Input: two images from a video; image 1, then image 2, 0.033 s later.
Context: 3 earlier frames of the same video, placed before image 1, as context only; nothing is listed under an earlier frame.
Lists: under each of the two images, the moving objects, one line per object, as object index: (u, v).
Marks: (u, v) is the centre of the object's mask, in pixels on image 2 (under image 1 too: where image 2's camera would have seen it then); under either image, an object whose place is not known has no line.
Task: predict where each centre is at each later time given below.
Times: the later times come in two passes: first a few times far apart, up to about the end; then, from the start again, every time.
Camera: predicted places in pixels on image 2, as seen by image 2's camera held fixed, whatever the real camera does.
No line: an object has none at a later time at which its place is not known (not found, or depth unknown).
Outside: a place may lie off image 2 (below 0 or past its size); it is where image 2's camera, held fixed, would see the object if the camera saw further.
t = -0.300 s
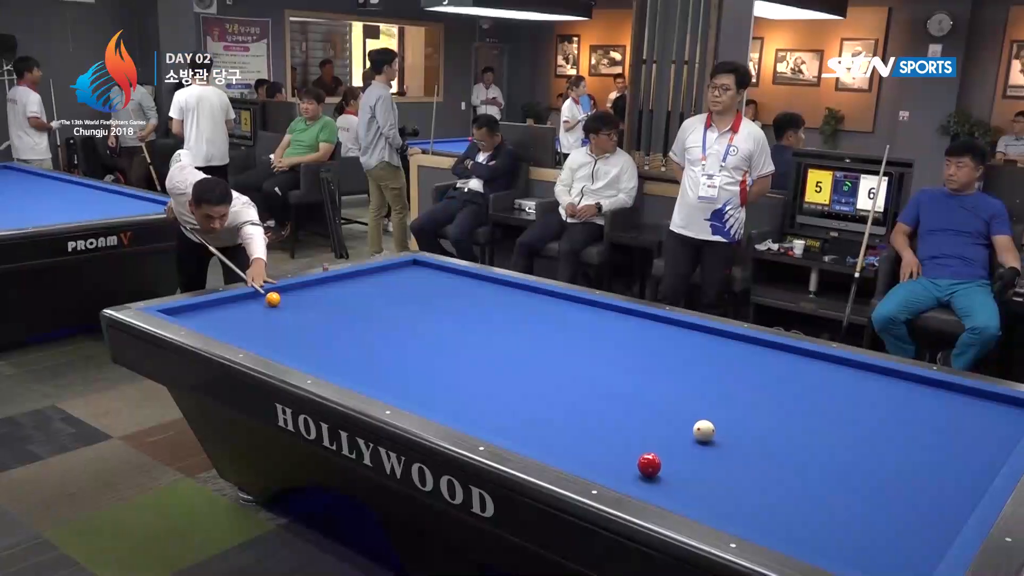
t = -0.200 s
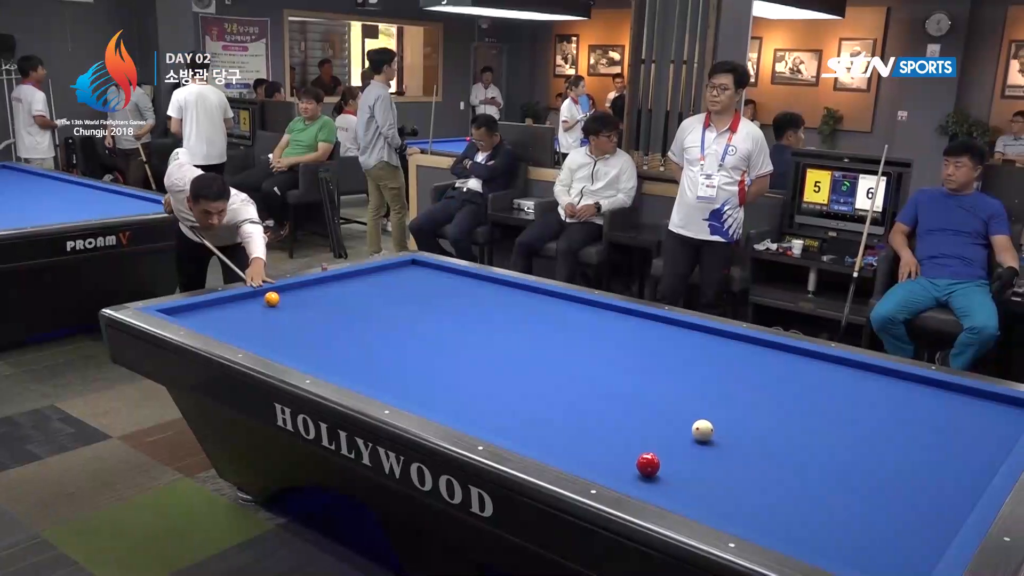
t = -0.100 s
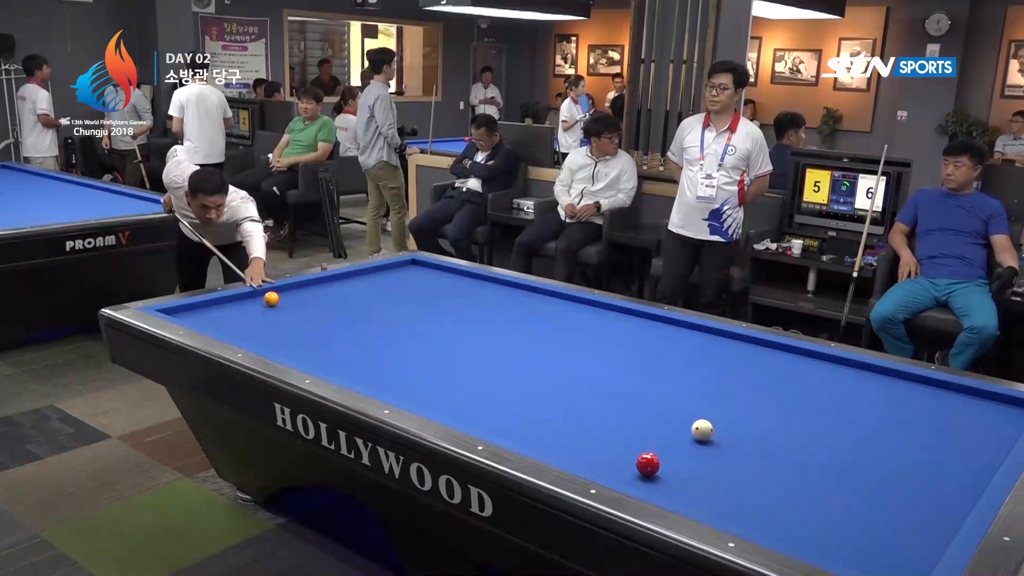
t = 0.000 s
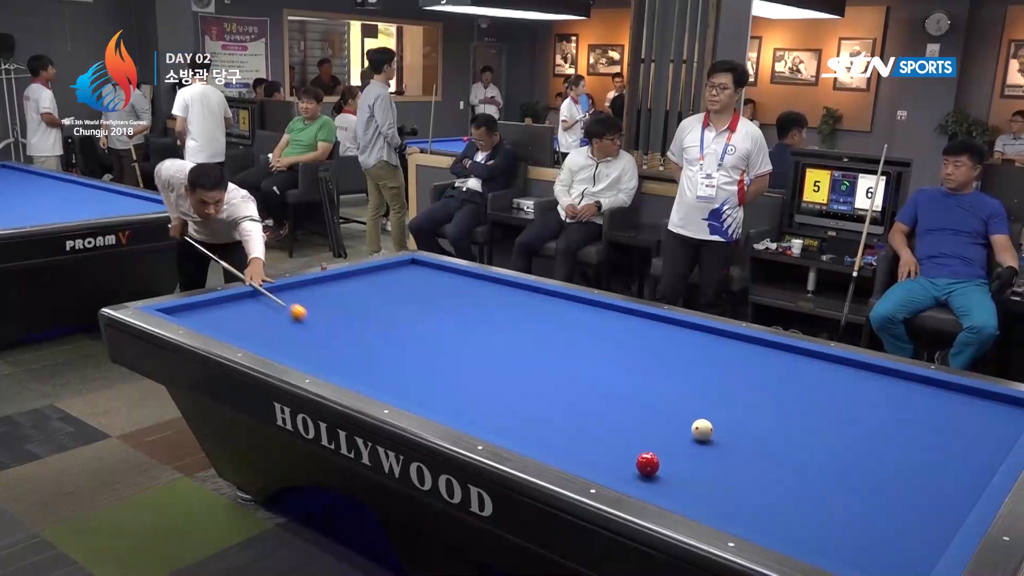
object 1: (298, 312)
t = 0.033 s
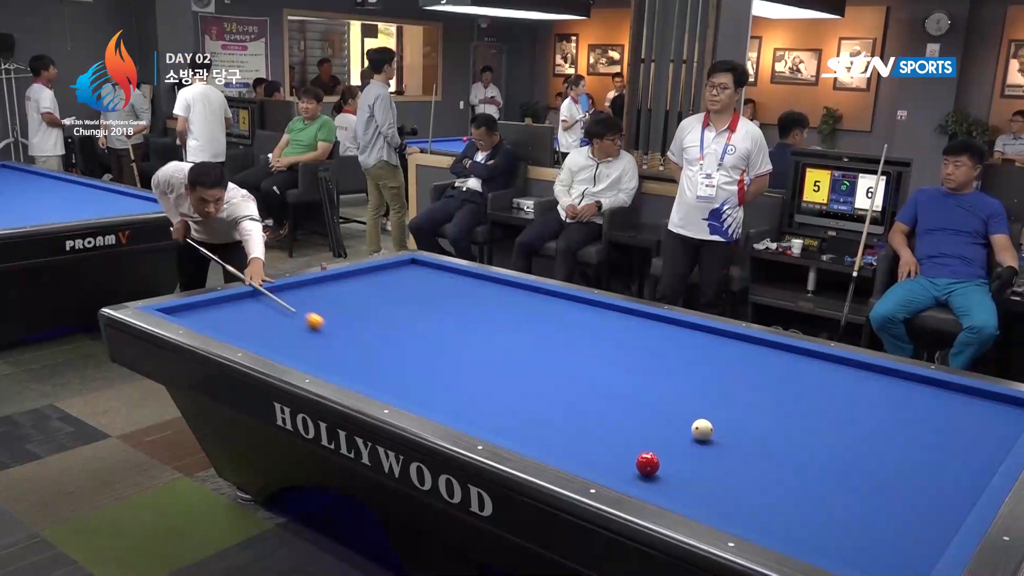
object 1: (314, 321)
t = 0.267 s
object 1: (465, 405)
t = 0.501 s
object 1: (723, 496)
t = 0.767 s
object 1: (797, 503)
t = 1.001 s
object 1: (619, 435)
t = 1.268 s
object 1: (498, 387)
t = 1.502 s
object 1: (421, 355)
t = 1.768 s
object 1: (349, 325)
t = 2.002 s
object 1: (296, 304)
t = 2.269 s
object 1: (285, 296)
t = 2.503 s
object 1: (325, 306)
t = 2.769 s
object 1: (368, 318)
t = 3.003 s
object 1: (408, 328)
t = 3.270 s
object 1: (455, 341)
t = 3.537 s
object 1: (506, 354)
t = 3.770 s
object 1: (555, 367)
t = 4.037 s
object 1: (613, 382)
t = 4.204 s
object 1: (651, 392)
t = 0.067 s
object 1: (332, 331)
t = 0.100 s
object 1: (351, 342)
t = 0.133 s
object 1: (371, 353)
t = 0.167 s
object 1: (393, 365)
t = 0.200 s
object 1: (415, 377)
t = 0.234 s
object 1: (439, 391)
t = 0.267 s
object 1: (465, 405)
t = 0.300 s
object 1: (492, 420)
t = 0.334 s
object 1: (522, 435)
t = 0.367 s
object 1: (554, 450)
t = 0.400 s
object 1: (594, 463)
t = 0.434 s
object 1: (636, 474)
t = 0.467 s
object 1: (678, 485)
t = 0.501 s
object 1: (723, 496)
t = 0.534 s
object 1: (767, 508)
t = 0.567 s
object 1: (814, 520)
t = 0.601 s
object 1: (863, 534)
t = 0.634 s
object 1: (911, 547)
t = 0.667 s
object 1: (906, 544)
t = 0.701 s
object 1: (867, 528)
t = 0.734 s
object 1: (831, 515)
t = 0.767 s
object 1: (797, 503)
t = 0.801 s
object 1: (766, 491)
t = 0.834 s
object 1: (736, 480)
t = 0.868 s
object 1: (709, 470)
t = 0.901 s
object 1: (685, 460)
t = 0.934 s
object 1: (662, 450)
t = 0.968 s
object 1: (639, 442)
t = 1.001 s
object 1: (619, 435)
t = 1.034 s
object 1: (600, 427)
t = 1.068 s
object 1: (583, 420)
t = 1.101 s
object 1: (567, 414)
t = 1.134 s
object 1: (551, 408)
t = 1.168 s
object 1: (537, 402)
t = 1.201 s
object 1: (524, 397)
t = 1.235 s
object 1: (511, 392)
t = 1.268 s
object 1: (498, 387)
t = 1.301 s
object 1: (486, 382)
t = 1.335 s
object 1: (475, 377)
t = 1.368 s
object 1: (463, 372)
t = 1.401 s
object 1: (452, 368)
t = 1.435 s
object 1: (442, 363)
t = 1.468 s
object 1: (431, 359)
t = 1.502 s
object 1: (421, 355)
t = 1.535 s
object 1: (411, 351)
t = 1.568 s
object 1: (402, 347)
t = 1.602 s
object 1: (392, 343)
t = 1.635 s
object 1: (383, 339)
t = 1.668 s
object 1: (374, 335)
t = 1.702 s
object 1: (365, 332)
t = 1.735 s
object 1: (357, 328)
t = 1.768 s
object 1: (349, 325)
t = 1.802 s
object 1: (341, 322)
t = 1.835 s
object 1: (333, 318)
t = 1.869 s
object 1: (325, 315)
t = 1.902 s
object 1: (317, 312)
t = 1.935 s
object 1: (310, 309)
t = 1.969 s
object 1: (303, 306)
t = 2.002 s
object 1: (296, 304)
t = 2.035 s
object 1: (289, 300)
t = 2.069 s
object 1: (282, 298)
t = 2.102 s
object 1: (276, 295)
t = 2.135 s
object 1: (269, 292)
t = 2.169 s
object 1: (265, 291)
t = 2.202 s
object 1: (272, 292)
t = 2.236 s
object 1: (278, 294)
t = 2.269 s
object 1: (285, 296)
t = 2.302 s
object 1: (291, 298)
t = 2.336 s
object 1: (298, 300)
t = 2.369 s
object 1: (303, 301)
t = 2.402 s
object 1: (309, 302)
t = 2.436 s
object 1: (314, 304)
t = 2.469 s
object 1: (320, 305)
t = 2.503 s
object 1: (325, 306)
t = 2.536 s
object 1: (330, 308)
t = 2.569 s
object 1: (335, 309)
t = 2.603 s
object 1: (341, 310)
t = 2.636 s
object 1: (346, 312)
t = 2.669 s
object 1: (351, 313)
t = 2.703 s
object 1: (357, 315)
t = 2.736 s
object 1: (362, 316)
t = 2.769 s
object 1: (368, 318)
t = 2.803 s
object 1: (373, 319)
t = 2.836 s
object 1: (379, 321)
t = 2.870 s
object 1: (384, 322)
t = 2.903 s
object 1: (390, 324)
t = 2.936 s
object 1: (396, 325)
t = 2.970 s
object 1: (401, 327)
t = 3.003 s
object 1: (408, 328)
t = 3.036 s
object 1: (413, 330)
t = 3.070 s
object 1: (419, 331)
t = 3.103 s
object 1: (425, 333)
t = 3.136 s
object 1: (431, 334)
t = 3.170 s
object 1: (437, 336)
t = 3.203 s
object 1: (443, 337)
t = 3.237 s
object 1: (449, 339)
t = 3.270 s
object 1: (455, 341)
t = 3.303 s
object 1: (461, 342)
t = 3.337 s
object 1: (468, 344)
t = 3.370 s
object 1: (474, 346)
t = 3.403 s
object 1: (481, 347)
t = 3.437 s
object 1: (487, 349)
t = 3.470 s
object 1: (493, 351)
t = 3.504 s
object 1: (500, 353)
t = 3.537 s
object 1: (506, 354)
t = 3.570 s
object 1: (513, 356)
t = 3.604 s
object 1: (520, 358)
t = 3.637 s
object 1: (527, 360)
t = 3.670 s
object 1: (533, 361)
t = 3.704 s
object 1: (540, 363)
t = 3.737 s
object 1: (547, 365)
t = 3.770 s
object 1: (555, 367)
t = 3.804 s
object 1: (561, 369)
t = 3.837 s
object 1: (569, 371)
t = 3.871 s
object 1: (576, 372)
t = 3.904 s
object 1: (583, 374)
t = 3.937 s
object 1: (591, 376)
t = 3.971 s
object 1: (598, 378)
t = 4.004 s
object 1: (606, 381)
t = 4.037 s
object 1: (613, 382)
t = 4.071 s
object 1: (621, 384)
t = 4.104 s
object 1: (629, 386)
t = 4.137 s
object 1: (636, 388)
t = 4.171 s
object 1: (643, 390)
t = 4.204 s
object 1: (651, 392)
